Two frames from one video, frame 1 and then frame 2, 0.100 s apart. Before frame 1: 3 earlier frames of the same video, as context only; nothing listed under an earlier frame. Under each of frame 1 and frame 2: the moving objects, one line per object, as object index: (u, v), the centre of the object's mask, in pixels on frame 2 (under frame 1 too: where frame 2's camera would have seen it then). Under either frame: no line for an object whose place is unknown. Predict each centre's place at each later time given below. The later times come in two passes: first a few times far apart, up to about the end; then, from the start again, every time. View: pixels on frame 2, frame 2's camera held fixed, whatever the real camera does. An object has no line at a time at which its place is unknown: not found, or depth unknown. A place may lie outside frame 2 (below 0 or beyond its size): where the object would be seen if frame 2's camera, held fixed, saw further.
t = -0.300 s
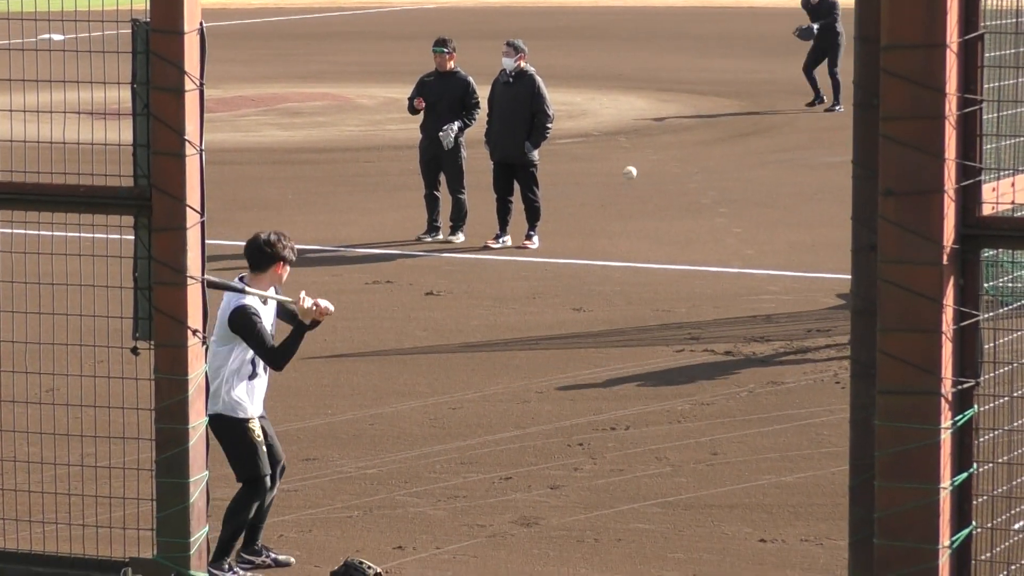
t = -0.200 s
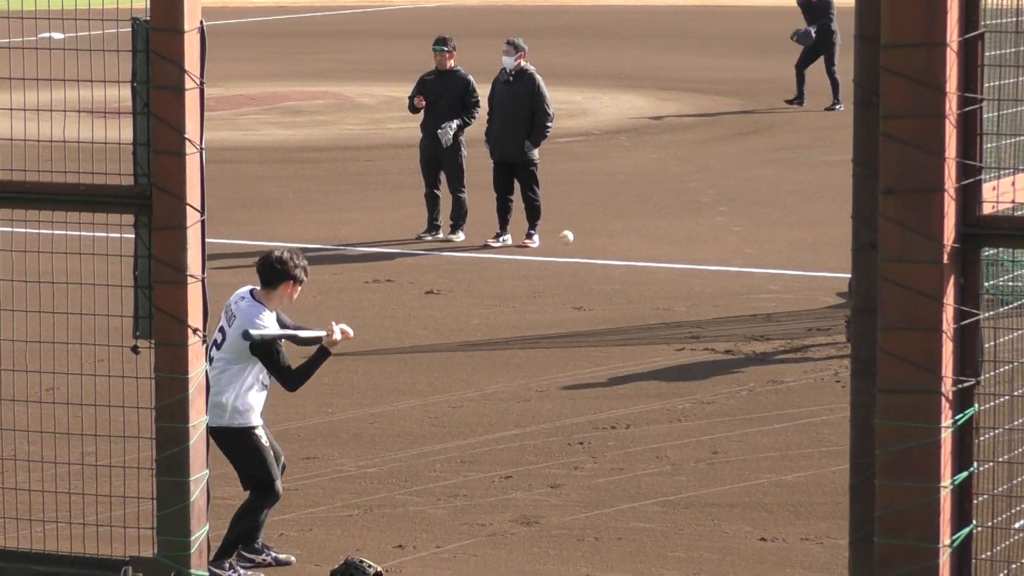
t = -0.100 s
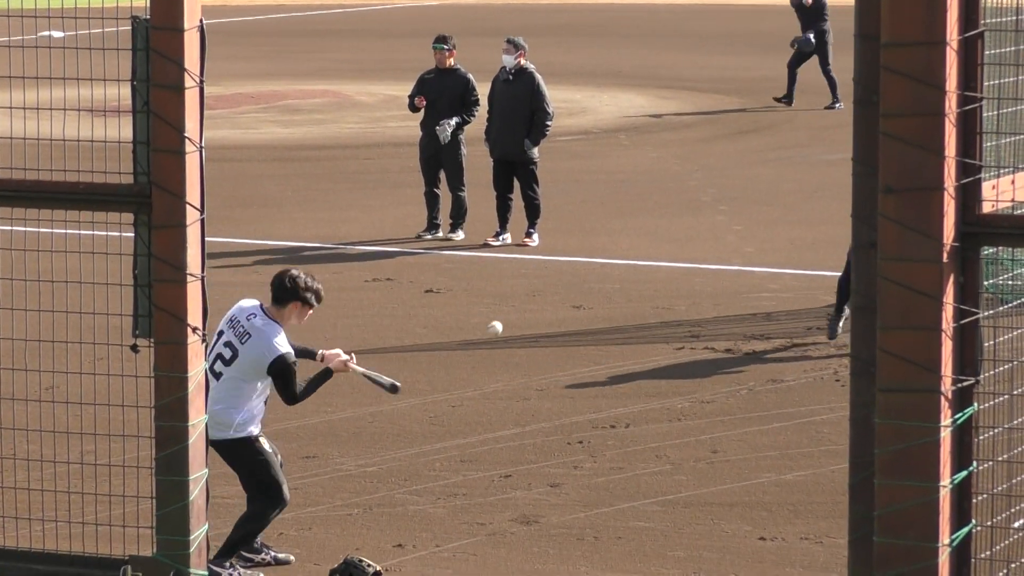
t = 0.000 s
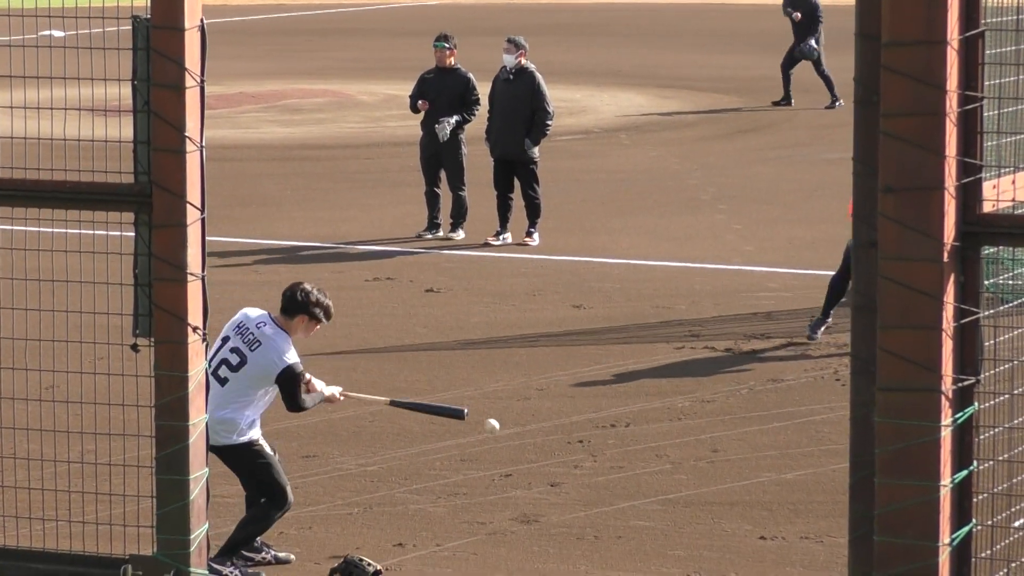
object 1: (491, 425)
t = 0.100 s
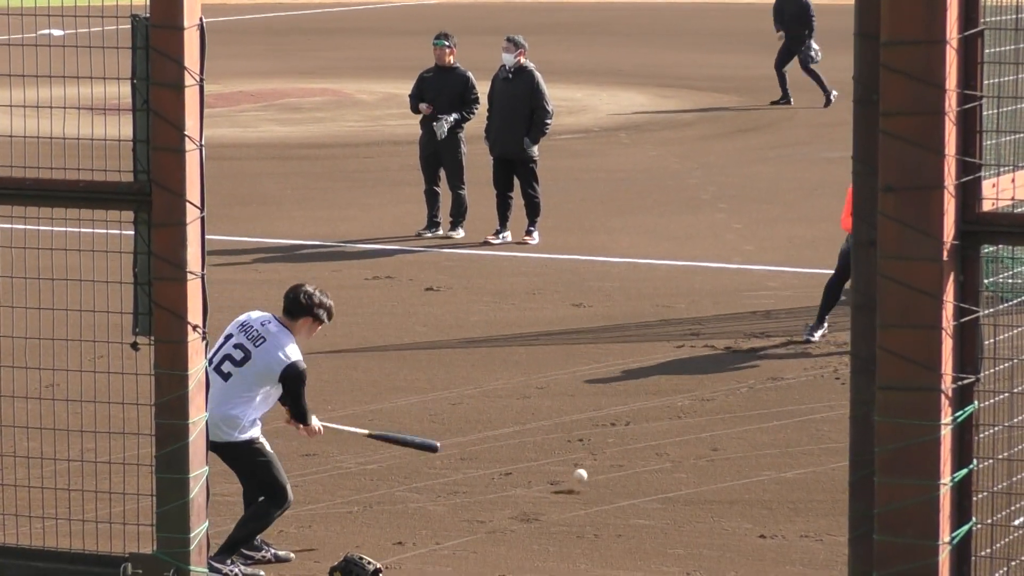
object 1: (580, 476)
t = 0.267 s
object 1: (658, 366)
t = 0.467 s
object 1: (741, 307)
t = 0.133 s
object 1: (596, 449)
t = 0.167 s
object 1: (613, 424)
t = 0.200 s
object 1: (629, 402)
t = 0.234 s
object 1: (644, 382)
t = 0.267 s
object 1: (658, 366)
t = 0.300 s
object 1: (673, 350)
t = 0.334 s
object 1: (688, 338)
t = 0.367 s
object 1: (701, 328)
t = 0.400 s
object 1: (715, 319)
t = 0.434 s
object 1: (729, 312)
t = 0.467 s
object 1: (741, 307)
